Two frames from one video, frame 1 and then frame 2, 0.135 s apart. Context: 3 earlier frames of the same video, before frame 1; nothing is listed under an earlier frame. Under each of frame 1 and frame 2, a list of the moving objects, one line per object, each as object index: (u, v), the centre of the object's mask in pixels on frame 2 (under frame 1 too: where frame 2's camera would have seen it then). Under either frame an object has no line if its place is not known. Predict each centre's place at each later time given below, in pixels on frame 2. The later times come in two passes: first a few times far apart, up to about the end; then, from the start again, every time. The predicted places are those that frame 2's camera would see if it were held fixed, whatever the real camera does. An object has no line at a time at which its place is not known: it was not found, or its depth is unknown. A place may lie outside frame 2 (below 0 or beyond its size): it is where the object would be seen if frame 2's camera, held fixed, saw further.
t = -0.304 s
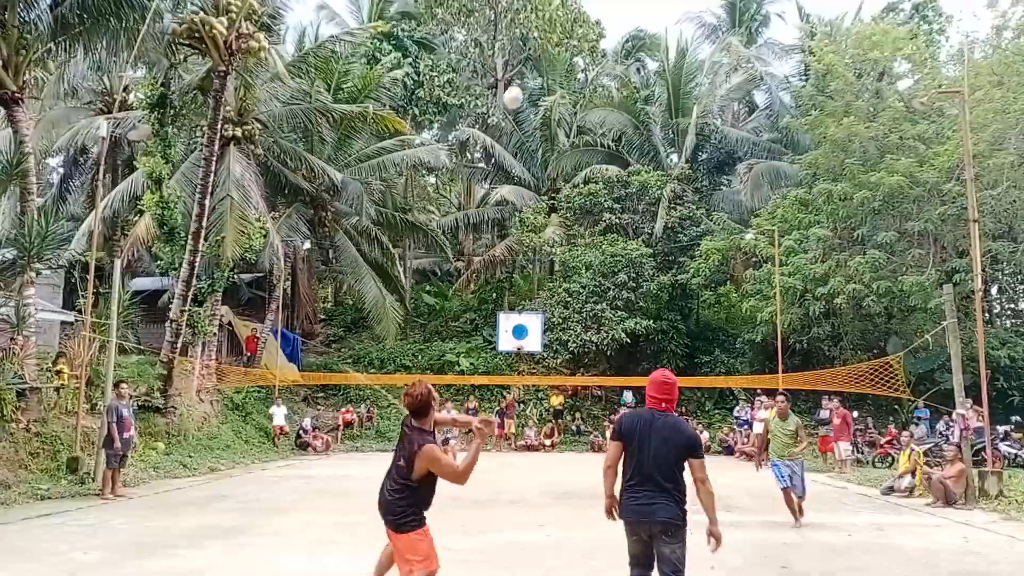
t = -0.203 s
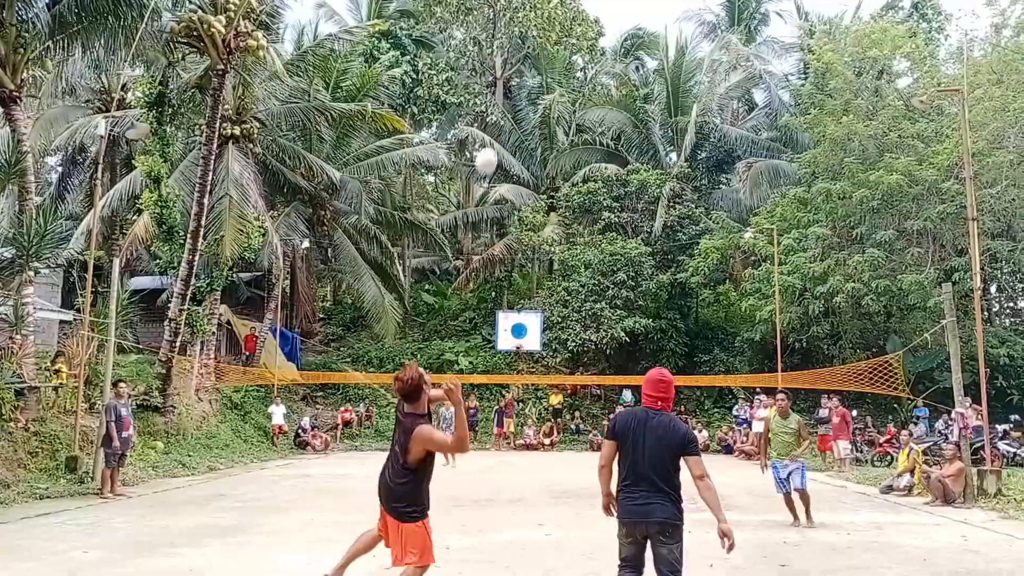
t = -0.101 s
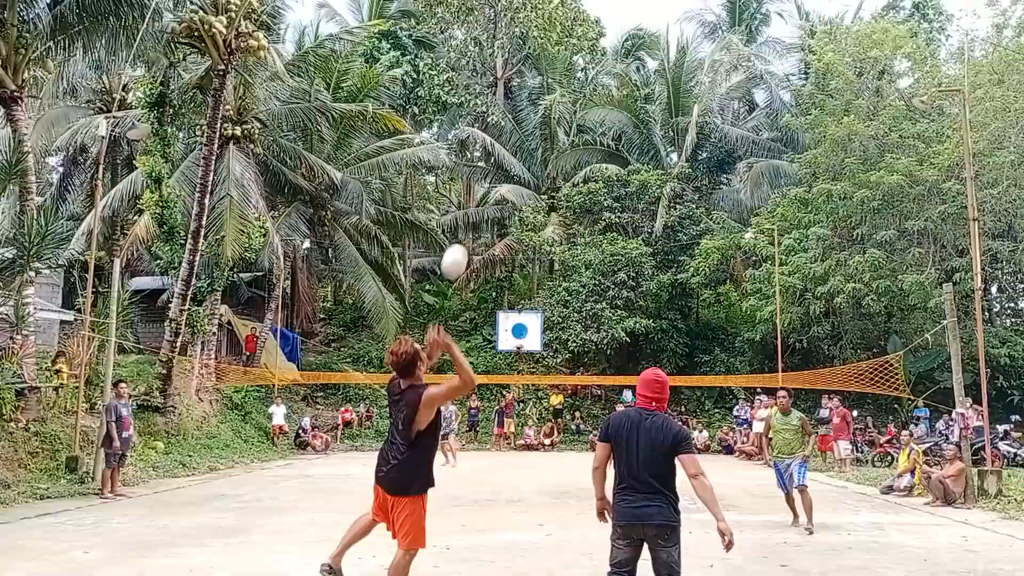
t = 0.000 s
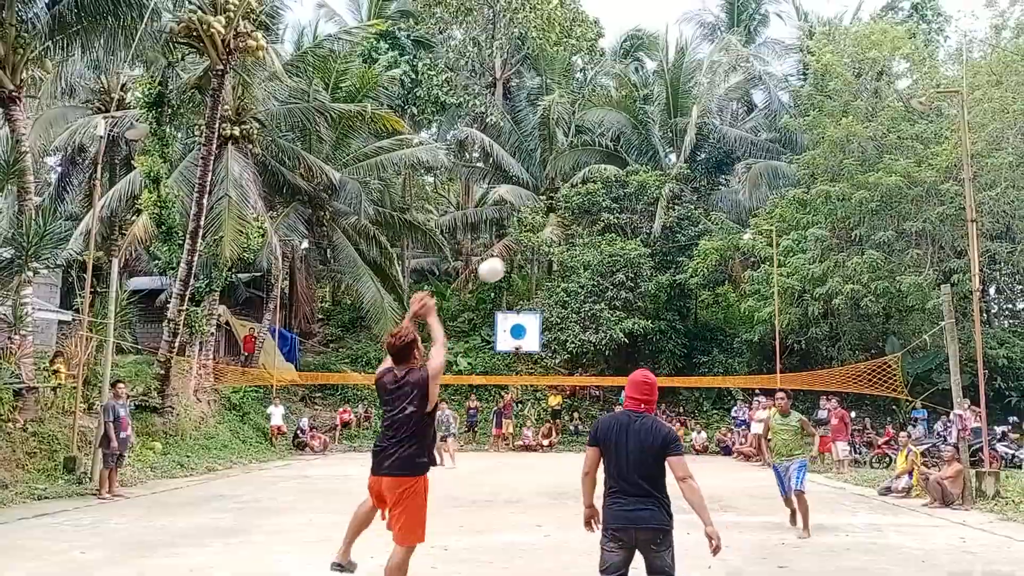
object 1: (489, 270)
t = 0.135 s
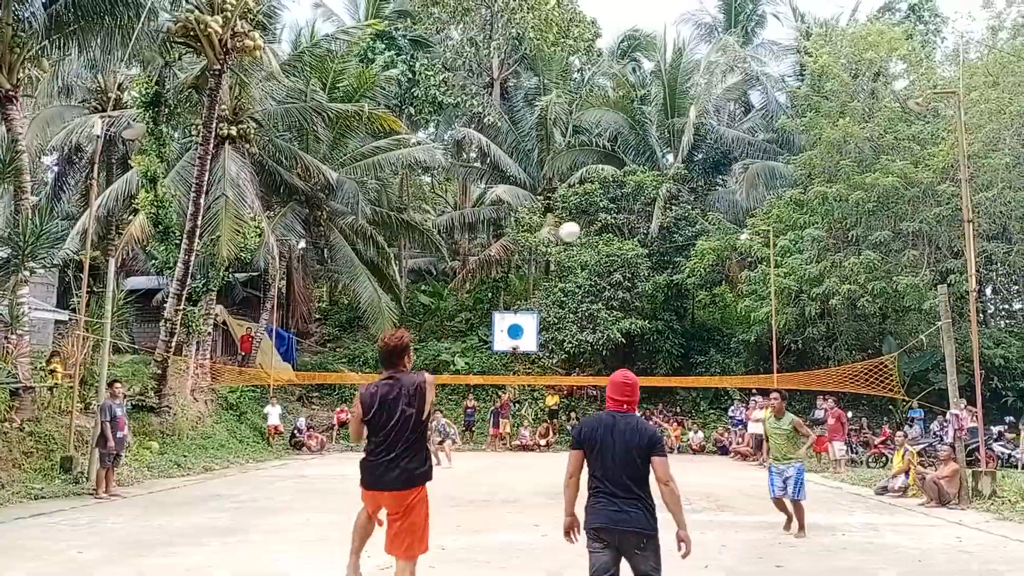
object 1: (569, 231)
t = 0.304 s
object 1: (640, 225)
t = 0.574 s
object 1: (719, 265)
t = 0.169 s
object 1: (585, 227)
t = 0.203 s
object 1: (601, 224)
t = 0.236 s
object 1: (614, 224)
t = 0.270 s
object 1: (627, 224)
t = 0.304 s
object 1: (640, 225)
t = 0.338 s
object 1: (651, 228)
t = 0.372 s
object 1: (663, 231)
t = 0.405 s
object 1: (673, 235)
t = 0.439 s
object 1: (683, 240)
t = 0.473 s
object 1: (692, 245)
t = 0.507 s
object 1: (702, 251)
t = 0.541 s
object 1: (710, 258)
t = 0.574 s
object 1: (719, 265)
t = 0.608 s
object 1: (727, 273)
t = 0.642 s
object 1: (734, 281)
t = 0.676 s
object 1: (742, 290)
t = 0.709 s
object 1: (750, 299)
